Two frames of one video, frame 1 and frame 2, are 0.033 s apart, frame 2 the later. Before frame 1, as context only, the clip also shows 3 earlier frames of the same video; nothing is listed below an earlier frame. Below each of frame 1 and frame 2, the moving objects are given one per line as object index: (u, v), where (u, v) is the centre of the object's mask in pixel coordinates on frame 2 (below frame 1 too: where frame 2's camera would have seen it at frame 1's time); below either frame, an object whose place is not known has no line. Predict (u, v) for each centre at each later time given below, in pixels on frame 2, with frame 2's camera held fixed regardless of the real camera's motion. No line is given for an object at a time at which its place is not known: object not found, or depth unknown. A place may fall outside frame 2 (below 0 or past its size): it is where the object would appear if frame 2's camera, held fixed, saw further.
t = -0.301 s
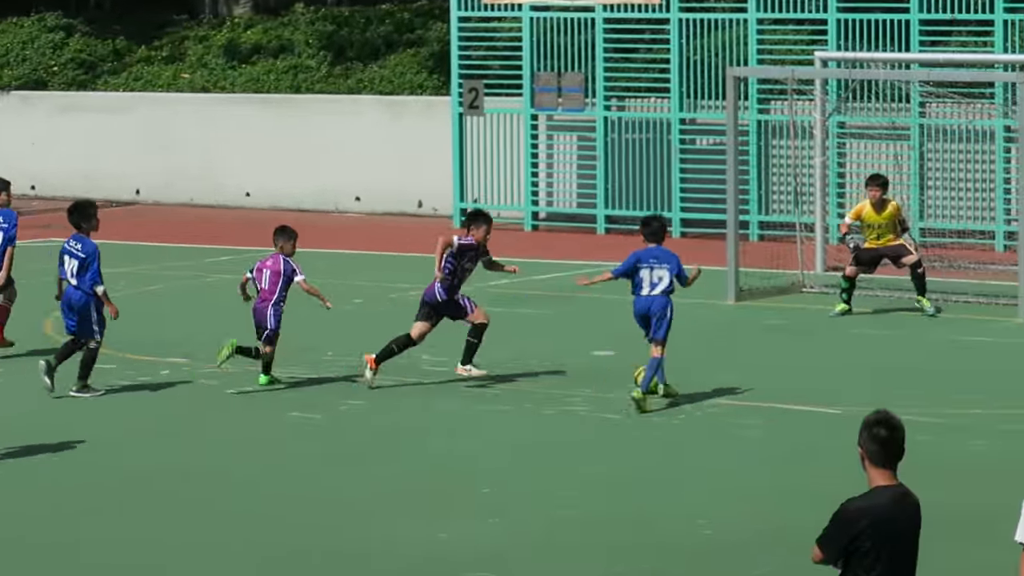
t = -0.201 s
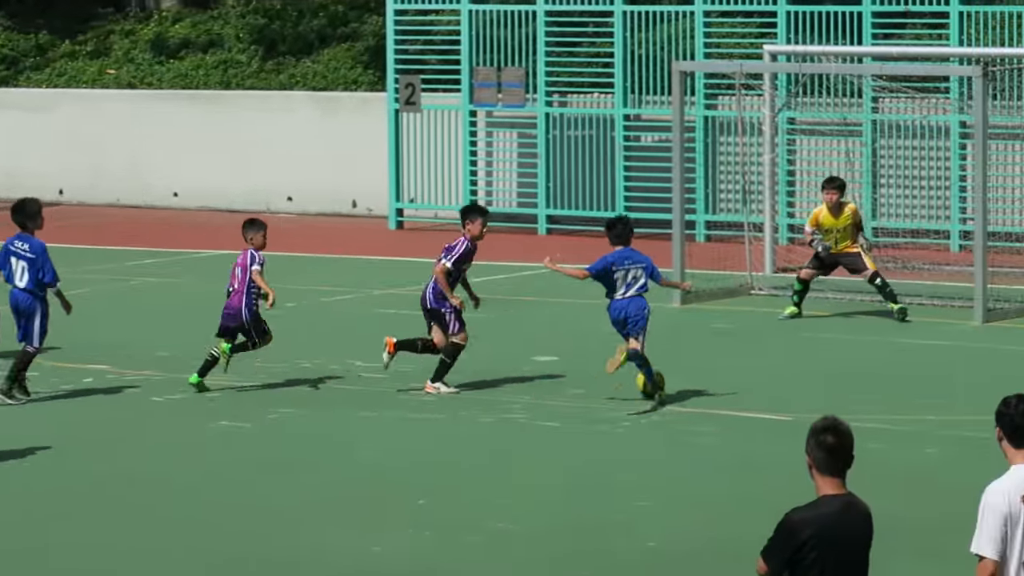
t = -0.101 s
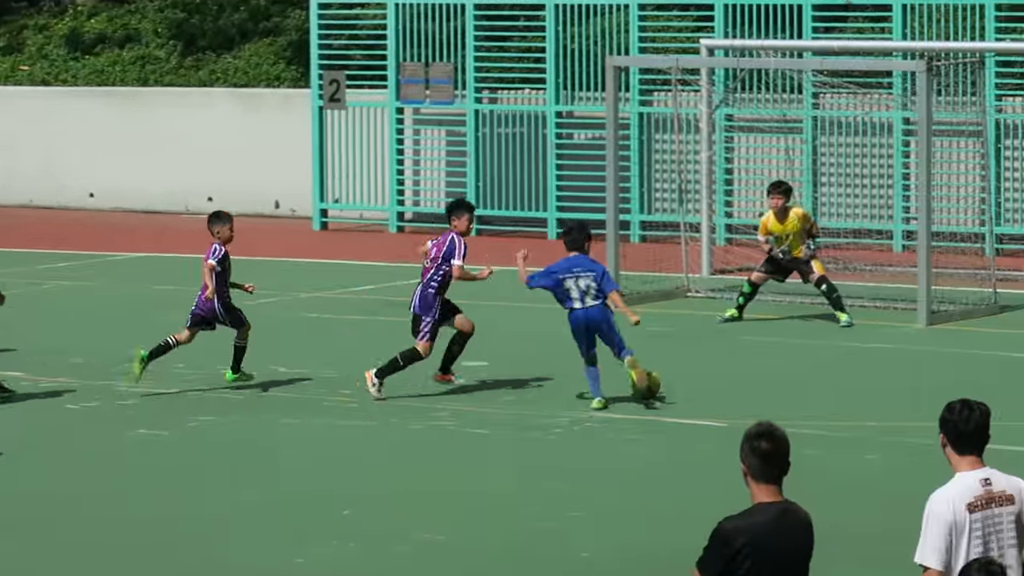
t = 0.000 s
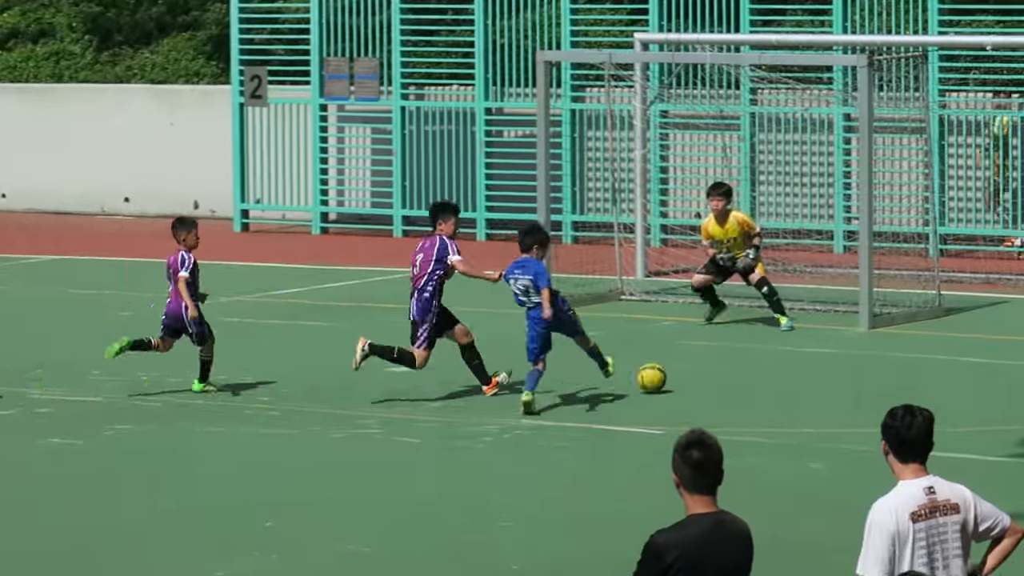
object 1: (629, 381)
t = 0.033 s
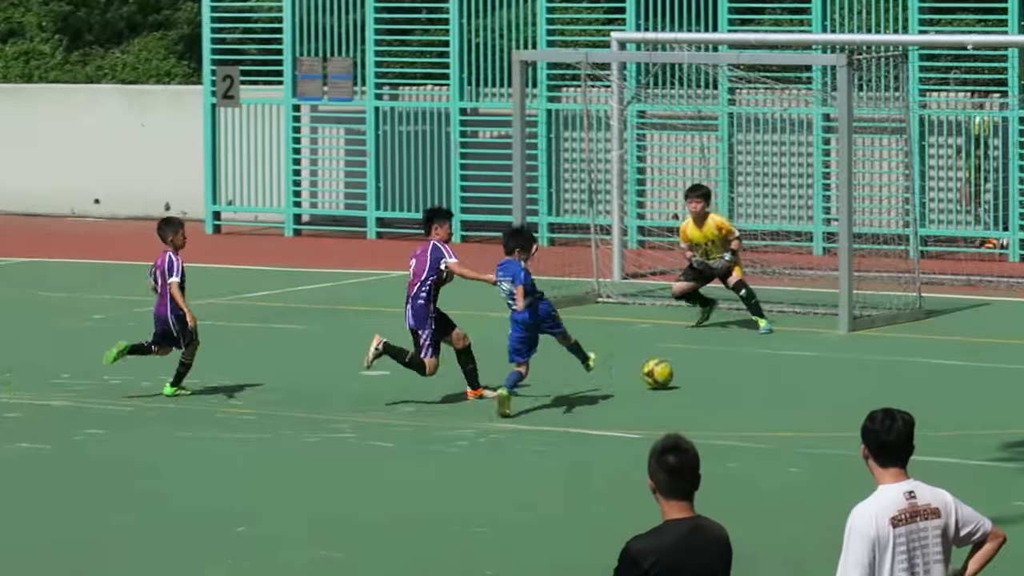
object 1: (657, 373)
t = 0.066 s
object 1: (684, 367)
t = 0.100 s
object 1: (711, 360)
